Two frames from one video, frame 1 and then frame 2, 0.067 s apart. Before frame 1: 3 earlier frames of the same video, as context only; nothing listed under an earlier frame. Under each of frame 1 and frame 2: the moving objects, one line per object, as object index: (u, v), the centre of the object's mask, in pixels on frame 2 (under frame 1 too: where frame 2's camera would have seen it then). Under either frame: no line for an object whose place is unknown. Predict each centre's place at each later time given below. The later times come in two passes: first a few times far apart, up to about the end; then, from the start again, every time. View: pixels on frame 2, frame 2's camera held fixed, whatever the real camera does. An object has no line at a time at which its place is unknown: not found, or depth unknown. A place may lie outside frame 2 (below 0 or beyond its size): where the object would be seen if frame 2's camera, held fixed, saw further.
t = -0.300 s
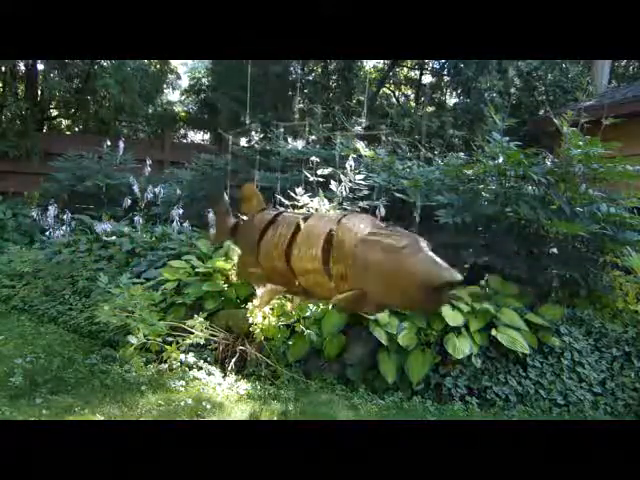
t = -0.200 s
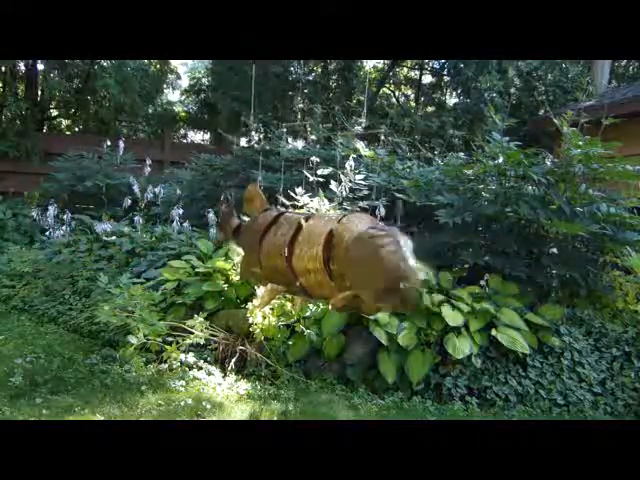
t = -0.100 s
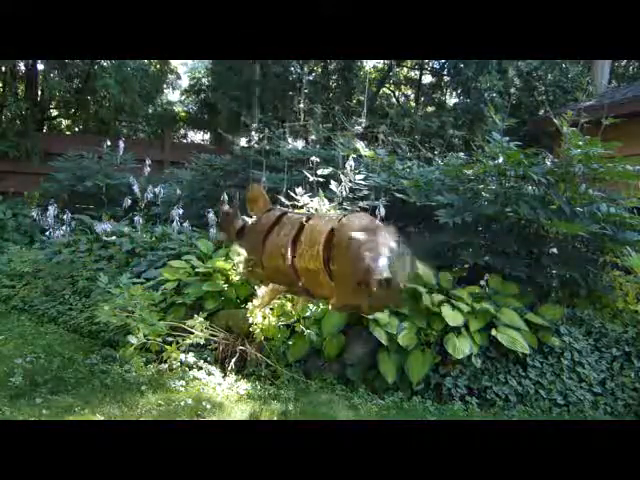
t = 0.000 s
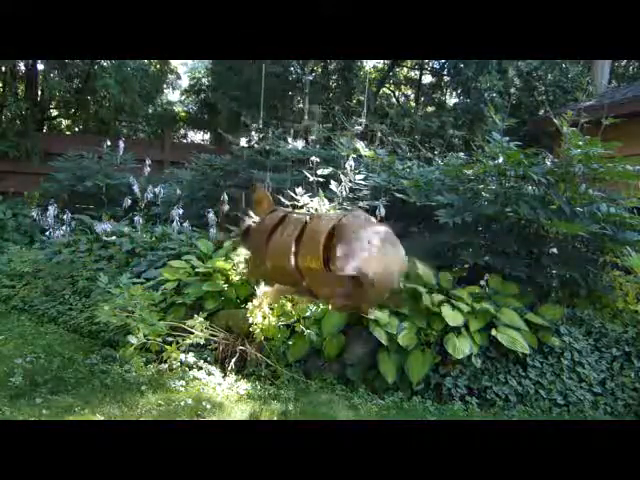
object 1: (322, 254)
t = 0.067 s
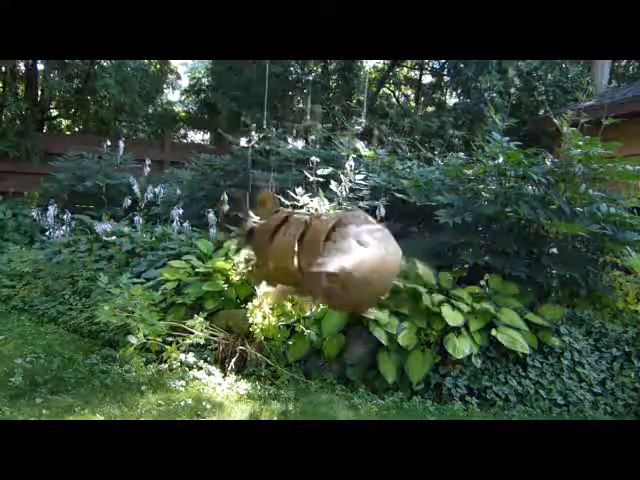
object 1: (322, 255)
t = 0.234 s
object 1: (323, 256)
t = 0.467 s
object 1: (311, 258)
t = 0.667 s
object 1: (299, 258)
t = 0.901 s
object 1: (288, 258)
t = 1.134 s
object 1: (276, 258)
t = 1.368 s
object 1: (272, 257)
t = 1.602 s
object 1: (273, 254)
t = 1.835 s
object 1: (281, 251)
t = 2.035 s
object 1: (286, 250)
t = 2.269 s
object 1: (291, 250)
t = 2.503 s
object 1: (300, 250)
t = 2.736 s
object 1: (310, 251)
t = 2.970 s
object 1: (319, 251)
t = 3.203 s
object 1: (325, 250)
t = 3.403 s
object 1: (330, 250)
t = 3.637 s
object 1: (337, 250)
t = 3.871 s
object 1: (338, 251)
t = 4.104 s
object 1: (331, 250)
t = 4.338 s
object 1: (310, 250)
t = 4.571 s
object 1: (290, 249)
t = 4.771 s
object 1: (275, 249)
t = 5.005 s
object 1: (262, 251)
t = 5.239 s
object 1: (255, 252)
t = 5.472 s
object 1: (254, 253)
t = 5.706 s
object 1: (261, 255)
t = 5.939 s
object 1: (265, 257)
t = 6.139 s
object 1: (272, 258)
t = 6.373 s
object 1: (270, 259)
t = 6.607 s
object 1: (269, 258)
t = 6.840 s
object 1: (277, 260)
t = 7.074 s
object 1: (288, 261)
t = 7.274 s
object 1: (304, 258)
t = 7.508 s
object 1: (311, 255)
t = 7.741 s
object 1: (319, 259)
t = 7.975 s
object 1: (323, 260)
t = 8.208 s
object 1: (319, 259)
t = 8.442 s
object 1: (306, 254)
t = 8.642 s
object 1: (298, 255)
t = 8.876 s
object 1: (285, 259)
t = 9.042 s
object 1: (275, 259)
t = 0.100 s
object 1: (323, 255)
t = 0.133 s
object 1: (323, 255)
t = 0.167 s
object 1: (323, 255)
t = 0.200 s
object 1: (323, 256)
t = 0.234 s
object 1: (323, 256)
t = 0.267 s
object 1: (322, 257)
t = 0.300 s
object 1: (321, 257)
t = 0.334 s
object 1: (320, 259)
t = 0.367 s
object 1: (319, 259)
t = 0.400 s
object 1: (318, 261)
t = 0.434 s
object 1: (315, 259)
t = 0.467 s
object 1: (311, 258)
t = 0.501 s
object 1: (309, 258)
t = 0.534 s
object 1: (306, 259)
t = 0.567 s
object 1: (305, 258)
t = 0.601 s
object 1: (303, 258)
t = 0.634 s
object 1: (301, 258)
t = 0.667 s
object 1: (299, 258)
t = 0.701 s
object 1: (298, 258)
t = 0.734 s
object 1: (296, 258)
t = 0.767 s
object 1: (293, 258)
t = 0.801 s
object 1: (290, 258)
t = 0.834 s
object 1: (289, 259)
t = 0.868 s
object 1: (288, 259)
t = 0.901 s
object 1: (288, 258)
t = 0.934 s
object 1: (284, 259)
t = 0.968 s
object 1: (283, 259)
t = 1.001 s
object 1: (282, 258)
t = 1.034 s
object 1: (280, 259)
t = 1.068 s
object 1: (278, 259)
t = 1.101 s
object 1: (277, 258)
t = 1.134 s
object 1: (276, 258)
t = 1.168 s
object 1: (275, 258)
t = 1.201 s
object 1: (276, 257)
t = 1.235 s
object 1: (275, 258)
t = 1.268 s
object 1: (274, 257)
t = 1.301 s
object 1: (274, 257)
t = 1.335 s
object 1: (272, 257)
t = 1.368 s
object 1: (272, 257)
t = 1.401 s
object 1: (271, 256)
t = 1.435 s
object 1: (271, 256)
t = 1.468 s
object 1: (272, 256)
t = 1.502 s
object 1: (274, 254)
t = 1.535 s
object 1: (274, 254)
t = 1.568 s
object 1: (273, 254)
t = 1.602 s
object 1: (273, 254)
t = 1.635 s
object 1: (273, 253)
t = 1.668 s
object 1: (276, 253)
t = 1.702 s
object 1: (277, 252)
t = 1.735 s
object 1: (277, 252)
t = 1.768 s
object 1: (278, 252)
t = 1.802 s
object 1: (279, 251)
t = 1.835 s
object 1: (281, 251)
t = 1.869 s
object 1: (281, 251)
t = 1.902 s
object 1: (283, 250)
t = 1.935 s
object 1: (283, 250)
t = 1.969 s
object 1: (285, 250)
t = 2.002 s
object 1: (286, 250)
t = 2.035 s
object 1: (286, 250)
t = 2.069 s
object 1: (287, 249)
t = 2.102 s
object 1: (288, 249)
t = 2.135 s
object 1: (289, 250)
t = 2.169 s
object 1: (290, 250)
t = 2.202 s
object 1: (290, 250)
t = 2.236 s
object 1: (291, 250)
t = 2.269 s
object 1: (291, 250)
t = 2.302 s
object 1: (293, 250)
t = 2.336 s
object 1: (294, 250)
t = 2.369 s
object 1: (295, 250)
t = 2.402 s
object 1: (296, 250)
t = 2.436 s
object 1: (298, 250)
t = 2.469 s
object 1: (299, 250)
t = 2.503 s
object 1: (300, 250)
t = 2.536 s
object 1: (301, 250)
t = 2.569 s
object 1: (303, 251)
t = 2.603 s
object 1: (304, 251)
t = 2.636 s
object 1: (306, 251)
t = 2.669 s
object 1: (307, 251)
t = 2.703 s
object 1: (309, 251)
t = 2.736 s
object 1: (310, 251)
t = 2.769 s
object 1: (311, 251)
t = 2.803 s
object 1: (312, 251)
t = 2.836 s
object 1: (314, 251)
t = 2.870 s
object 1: (315, 251)
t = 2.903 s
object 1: (316, 251)
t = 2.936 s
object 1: (318, 251)
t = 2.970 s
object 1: (319, 251)
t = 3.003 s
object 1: (319, 250)
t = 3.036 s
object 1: (320, 251)
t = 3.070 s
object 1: (321, 251)
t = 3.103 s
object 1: (321, 250)
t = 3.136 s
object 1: (323, 251)
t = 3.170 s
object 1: (324, 250)
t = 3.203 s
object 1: (325, 250)
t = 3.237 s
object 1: (326, 250)
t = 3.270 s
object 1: (327, 250)
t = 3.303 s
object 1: (329, 250)
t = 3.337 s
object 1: (329, 250)
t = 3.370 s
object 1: (330, 250)
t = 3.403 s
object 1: (330, 250)
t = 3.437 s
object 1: (333, 251)
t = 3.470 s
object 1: (334, 250)
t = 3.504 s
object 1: (334, 250)
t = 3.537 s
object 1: (335, 251)
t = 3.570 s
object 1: (336, 251)
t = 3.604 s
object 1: (337, 251)
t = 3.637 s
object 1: (337, 250)
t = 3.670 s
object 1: (337, 250)
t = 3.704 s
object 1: (338, 251)
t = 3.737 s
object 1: (338, 251)
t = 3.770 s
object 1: (339, 251)
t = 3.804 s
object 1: (339, 251)
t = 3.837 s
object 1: (338, 251)
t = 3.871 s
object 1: (338, 251)
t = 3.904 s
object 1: (337, 251)
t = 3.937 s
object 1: (335, 251)
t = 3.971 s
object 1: (335, 251)
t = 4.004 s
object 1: (334, 251)
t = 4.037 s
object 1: (333, 251)
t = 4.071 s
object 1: (332, 251)
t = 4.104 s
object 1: (331, 250)
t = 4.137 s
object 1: (327, 250)
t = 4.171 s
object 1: (326, 250)
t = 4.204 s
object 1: (322, 250)
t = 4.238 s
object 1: (319, 250)
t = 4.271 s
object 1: (316, 250)
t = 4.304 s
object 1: (314, 250)
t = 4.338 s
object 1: (310, 250)
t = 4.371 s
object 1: (308, 250)
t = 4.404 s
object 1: (305, 250)
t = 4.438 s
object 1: (302, 250)
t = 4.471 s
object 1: (299, 250)
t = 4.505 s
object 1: (296, 250)
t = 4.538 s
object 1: (293, 250)
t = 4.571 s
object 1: (290, 249)
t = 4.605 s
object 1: (288, 249)
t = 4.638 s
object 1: (286, 249)
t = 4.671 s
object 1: (283, 250)
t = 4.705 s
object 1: (281, 249)
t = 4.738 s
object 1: (278, 250)
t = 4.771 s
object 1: (275, 249)
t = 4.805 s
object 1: (272, 250)
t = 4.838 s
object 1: (271, 250)
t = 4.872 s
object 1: (269, 250)
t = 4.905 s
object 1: (268, 251)
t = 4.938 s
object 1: (267, 250)
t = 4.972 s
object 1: (264, 251)
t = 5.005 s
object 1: (262, 251)
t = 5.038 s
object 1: (261, 251)
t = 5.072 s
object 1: (260, 251)
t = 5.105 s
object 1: (258, 251)
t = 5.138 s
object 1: (256, 251)
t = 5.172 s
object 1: (255, 251)
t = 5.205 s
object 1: (256, 251)
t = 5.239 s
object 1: (255, 252)
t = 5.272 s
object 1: (255, 252)
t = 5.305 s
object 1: (254, 252)
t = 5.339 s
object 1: (256, 252)
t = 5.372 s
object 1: (254, 252)
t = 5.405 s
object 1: (255, 253)
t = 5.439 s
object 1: (254, 253)
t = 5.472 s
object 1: (254, 253)
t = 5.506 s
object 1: (255, 254)
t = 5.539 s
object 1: (257, 253)
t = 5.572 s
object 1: (258, 254)
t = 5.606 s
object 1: (259, 255)
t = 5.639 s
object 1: (259, 254)
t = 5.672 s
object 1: (260, 254)
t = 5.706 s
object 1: (261, 255)
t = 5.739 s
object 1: (262, 256)
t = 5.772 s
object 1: (262, 256)
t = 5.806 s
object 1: (263, 256)
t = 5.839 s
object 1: (263, 256)
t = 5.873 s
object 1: (264, 256)
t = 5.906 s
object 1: (267, 257)
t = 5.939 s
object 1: (265, 257)
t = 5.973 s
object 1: (266, 257)
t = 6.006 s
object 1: (269, 257)
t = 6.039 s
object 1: (270, 258)
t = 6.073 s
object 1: (270, 258)
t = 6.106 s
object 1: (270, 258)
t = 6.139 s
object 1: (272, 258)
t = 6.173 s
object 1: (272, 259)
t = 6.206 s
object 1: (272, 259)
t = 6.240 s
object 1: (271, 259)
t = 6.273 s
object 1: (272, 259)
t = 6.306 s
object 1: (271, 258)
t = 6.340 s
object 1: (271, 259)
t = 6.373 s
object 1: (270, 259)
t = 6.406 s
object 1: (269, 259)
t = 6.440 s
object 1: (270, 258)
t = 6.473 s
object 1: (269, 258)
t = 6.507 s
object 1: (268, 258)
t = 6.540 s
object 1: (269, 258)
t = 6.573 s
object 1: (269, 258)
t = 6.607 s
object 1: (269, 258)
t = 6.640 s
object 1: (269, 258)
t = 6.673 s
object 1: (269, 258)
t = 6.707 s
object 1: (269, 258)
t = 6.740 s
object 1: (272, 258)
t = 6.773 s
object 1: (275, 259)
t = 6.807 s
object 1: (275, 259)
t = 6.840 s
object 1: (277, 260)
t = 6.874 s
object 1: (277, 260)
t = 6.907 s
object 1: (278, 261)
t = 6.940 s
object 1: (280, 262)
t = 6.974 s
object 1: (280, 262)
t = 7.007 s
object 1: (282, 263)
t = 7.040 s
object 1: (285, 263)
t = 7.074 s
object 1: (288, 261)
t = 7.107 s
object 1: (291, 261)
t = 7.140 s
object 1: (293, 261)
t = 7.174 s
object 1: (297, 260)
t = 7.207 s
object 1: (299, 261)
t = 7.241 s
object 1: (301, 260)
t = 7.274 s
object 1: (304, 258)
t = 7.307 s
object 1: (306, 257)
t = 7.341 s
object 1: (307, 255)
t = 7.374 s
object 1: (308, 257)
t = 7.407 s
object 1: (309, 256)
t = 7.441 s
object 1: (310, 255)
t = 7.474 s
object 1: (311, 255)
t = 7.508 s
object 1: (311, 255)
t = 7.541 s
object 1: (311, 255)
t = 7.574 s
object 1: (312, 256)
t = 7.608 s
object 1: (313, 256)
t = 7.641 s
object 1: (314, 257)
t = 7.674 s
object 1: (316, 257)
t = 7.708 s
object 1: (317, 258)
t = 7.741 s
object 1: (319, 259)
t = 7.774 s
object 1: (320, 259)
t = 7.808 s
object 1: (321, 259)
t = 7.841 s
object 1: (322, 260)
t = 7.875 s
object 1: (322, 260)
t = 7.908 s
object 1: (322, 260)
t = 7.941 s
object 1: (323, 260)
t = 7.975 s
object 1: (323, 260)
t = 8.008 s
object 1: (323, 260)
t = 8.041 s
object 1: (323, 260)
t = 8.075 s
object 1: (324, 260)
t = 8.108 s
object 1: (323, 260)
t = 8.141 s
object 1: (322, 260)
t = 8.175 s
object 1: (321, 259)
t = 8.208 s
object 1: (319, 259)
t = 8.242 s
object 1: (318, 258)
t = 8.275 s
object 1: (316, 258)
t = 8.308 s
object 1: (314, 256)
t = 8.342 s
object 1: (311, 255)
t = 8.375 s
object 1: (309, 254)
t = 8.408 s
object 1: (308, 255)
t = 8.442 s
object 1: (306, 254)
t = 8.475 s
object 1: (306, 254)
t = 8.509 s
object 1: (304, 254)
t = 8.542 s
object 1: (302, 254)
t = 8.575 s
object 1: (301, 253)
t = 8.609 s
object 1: (299, 254)
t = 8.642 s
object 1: (298, 255)
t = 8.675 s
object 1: (299, 254)
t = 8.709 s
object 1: (296, 257)
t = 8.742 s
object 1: (292, 259)
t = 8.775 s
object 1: (289, 260)
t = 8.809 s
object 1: (287, 259)
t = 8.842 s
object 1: (287, 259)
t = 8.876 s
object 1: (285, 259)
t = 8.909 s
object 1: (282, 259)
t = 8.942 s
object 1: (281, 258)
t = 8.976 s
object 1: (279, 259)
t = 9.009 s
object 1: (276, 259)
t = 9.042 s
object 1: (275, 259)
